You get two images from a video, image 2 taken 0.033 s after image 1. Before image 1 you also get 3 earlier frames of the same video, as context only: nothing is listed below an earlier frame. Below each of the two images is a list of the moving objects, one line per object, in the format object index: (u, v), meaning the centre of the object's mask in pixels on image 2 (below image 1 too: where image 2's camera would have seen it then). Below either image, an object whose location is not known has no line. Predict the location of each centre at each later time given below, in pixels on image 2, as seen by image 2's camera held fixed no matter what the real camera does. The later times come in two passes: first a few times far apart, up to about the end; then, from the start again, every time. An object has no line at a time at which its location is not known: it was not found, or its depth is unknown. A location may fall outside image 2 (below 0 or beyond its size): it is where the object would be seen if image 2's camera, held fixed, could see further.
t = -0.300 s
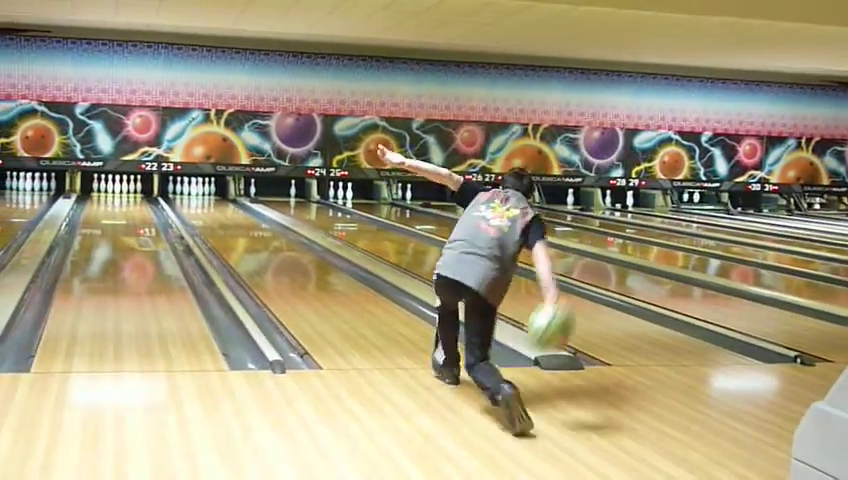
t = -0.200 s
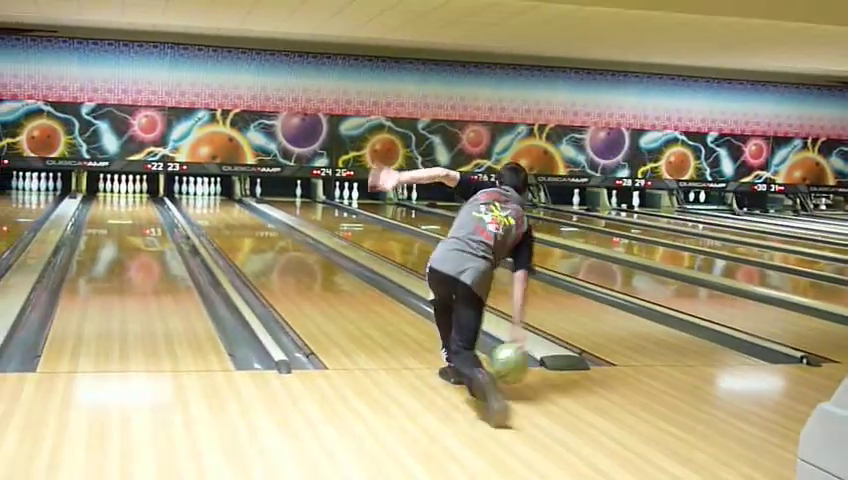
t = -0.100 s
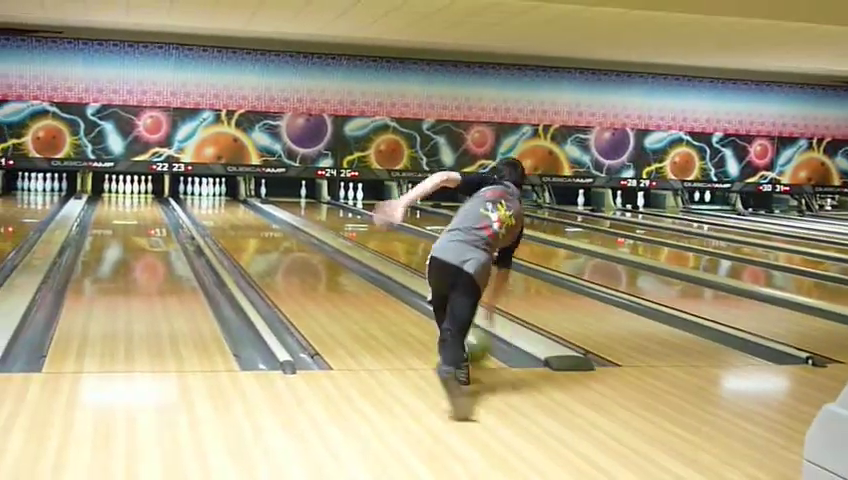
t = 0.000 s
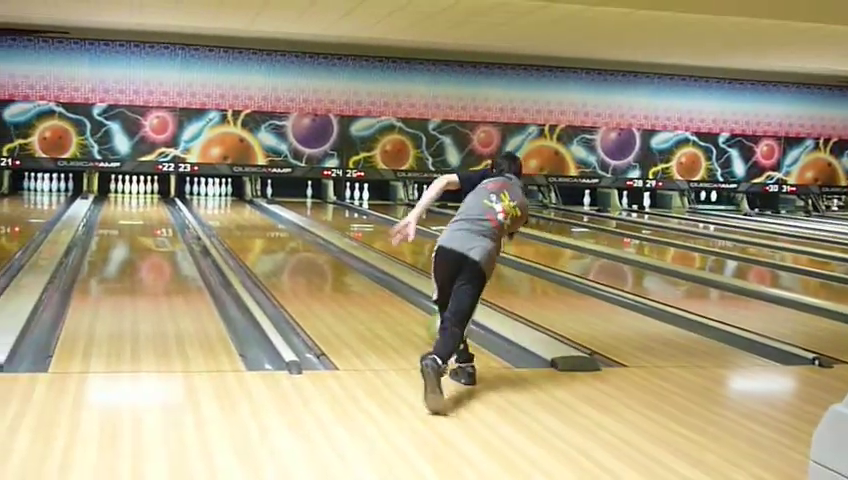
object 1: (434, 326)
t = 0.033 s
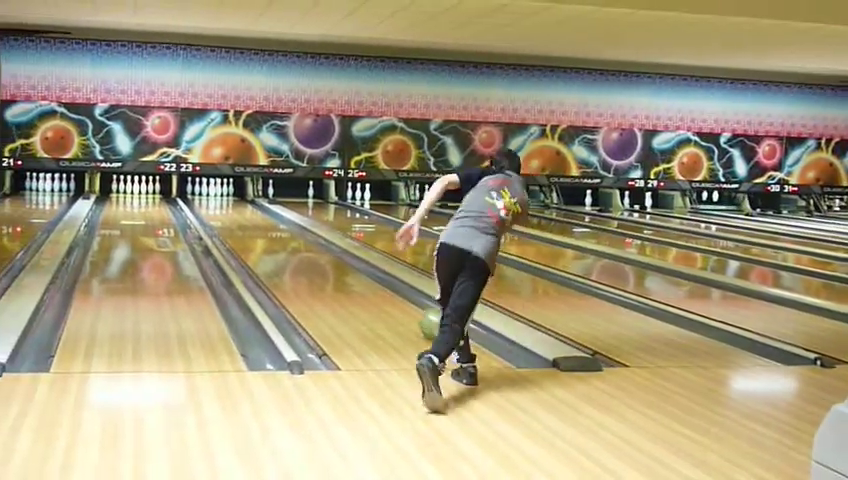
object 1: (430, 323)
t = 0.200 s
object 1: (392, 298)
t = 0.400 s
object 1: (354, 276)
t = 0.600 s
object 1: (326, 258)
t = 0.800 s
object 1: (303, 244)
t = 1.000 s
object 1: (286, 233)
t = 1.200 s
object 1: (271, 224)
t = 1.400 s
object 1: (258, 216)
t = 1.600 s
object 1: (248, 209)
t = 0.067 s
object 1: (425, 319)
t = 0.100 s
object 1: (415, 312)
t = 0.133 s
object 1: (407, 308)
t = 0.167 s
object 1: (399, 302)
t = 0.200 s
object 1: (392, 298)
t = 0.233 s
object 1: (385, 293)
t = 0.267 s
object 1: (378, 289)
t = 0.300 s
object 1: (371, 285)
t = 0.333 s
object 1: (365, 282)
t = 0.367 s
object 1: (359, 279)
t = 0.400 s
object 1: (354, 276)
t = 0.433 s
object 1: (349, 272)
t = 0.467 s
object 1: (344, 269)
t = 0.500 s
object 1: (339, 266)
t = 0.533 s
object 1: (334, 263)
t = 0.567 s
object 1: (329, 261)
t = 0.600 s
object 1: (326, 258)
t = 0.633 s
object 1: (321, 255)
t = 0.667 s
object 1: (317, 251)
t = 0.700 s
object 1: (314, 250)
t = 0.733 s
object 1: (310, 248)
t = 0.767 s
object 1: (307, 246)
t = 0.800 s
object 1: (303, 244)
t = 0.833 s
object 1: (299, 242)
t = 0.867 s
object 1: (296, 240)
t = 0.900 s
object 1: (295, 238)
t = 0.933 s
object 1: (292, 236)
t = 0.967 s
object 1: (289, 234)
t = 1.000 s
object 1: (286, 233)
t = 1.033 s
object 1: (283, 231)
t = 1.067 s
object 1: (281, 230)
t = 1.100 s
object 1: (279, 229)
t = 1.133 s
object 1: (276, 227)
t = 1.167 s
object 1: (274, 226)
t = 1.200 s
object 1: (271, 224)
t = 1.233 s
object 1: (269, 223)
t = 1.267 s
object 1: (266, 221)
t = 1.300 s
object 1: (264, 220)
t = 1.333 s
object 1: (262, 218)
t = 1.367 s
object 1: (260, 217)
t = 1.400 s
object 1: (258, 216)
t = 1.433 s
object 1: (257, 215)
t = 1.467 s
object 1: (255, 214)
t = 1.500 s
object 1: (253, 213)
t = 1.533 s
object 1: (252, 212)
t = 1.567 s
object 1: (249, 210)
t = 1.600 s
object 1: (248, 209)
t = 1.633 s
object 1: (246, 208)
